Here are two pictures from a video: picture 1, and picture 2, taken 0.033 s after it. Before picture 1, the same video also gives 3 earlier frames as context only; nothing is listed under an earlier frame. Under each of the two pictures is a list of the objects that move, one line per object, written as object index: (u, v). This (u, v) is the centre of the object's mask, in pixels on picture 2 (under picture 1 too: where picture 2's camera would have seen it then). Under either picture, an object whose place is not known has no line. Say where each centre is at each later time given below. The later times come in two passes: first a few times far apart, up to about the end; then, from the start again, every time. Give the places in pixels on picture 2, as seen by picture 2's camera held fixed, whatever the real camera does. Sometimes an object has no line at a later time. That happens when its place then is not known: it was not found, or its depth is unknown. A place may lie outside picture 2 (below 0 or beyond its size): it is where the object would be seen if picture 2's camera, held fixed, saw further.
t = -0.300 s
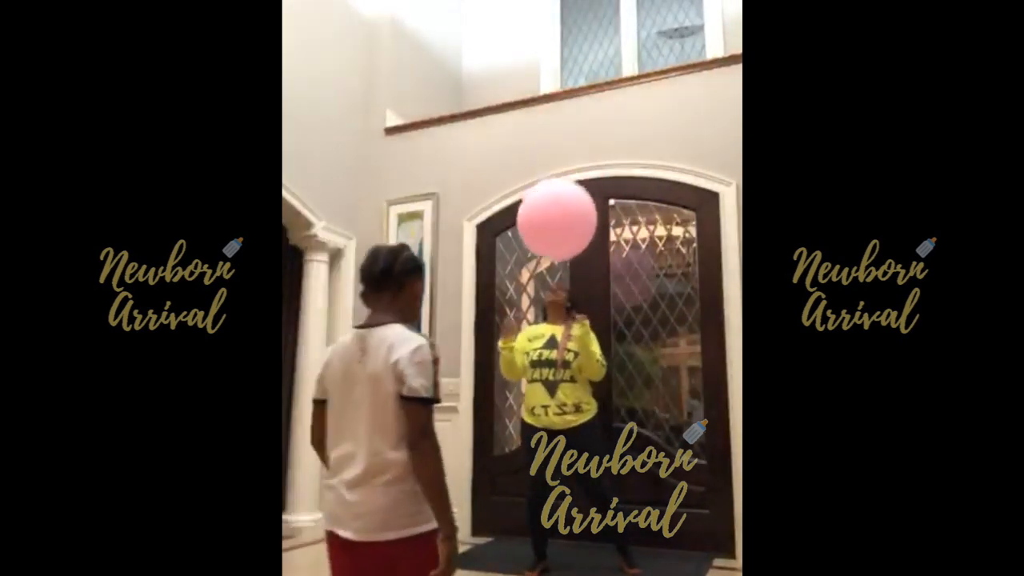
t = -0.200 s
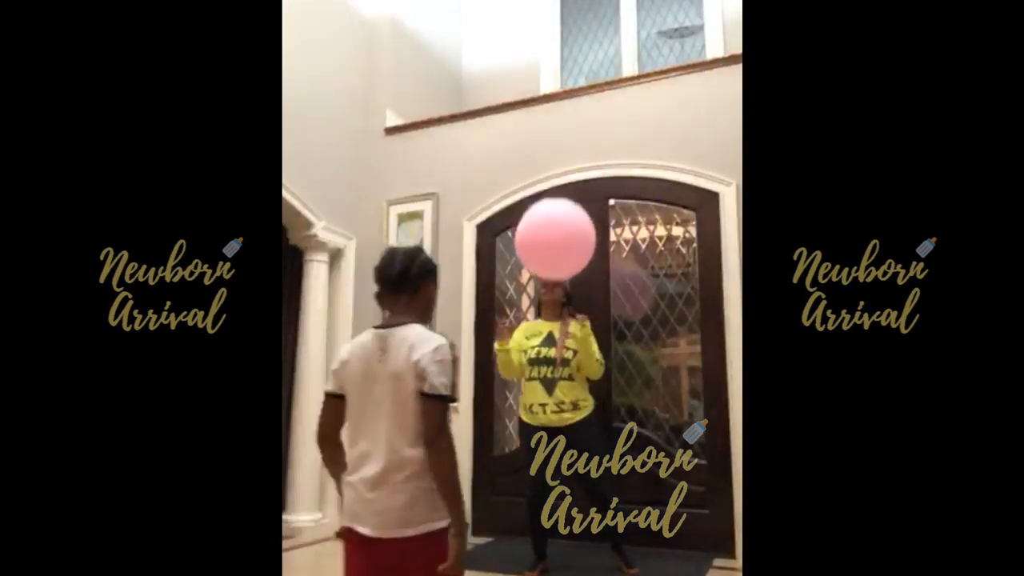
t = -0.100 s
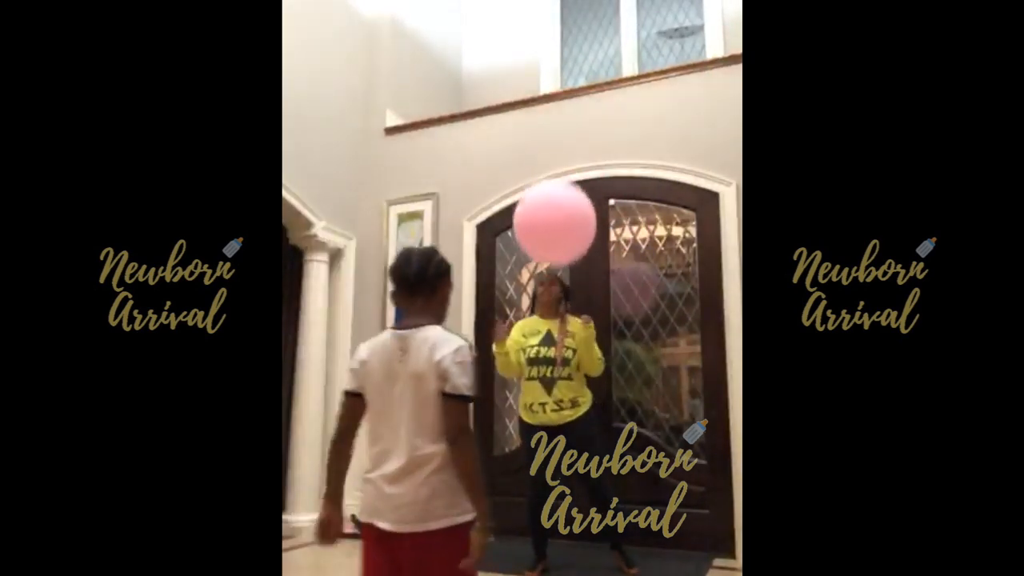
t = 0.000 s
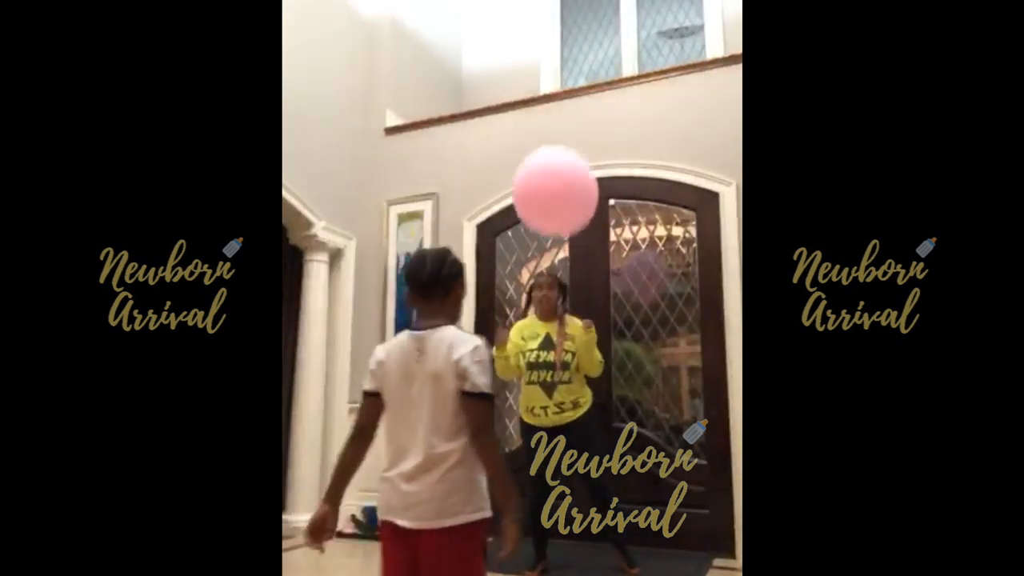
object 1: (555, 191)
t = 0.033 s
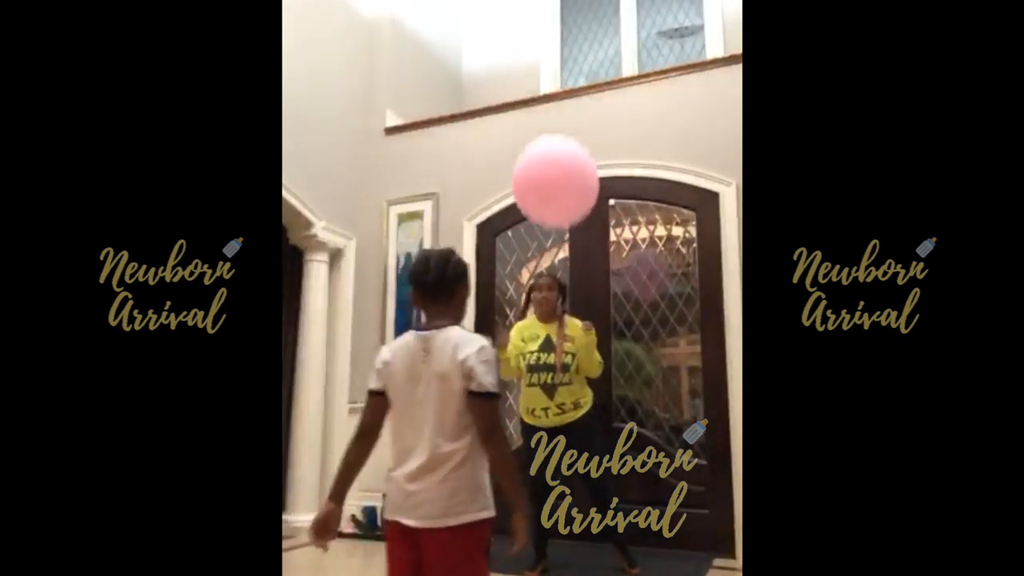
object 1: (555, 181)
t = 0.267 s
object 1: (556, 118)
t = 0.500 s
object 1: (559, 70)
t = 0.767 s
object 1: (561, 44)
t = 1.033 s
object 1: (561, 47)
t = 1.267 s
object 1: (562, 74)
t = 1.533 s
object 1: (561, 161)
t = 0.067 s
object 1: (555, 171)
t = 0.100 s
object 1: (556, 162)
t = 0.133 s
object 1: (556, 154)
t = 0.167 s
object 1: (556, 144)
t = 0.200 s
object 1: (556, 135)
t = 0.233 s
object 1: (556, 127)
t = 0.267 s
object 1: (556, 118)
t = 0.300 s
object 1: (557, 110)
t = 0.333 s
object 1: (558, 103)
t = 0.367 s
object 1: (559, 96)
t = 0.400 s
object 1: (559, 89)
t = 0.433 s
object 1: (559, 82)
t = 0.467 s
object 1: (559, 76)
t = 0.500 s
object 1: (559, 70)
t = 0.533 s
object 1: (560, 64)
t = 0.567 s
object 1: (560, 59)
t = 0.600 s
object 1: (560, 55)
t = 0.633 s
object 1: (561, 52)
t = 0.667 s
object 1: (561, 49)
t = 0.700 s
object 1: (561, 47)
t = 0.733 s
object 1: (561, 45)
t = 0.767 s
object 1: (561, 44)
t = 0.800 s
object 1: (561, 44)
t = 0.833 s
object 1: (561, 43)
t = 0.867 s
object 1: (561, 43)
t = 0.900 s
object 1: (561, 43)
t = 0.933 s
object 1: (561, 43)
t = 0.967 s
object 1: (561, 44)
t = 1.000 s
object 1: (561, 45)
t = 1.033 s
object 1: (561, 47)
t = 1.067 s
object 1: (562, 49)
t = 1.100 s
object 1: (562, 52)
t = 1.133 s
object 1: (562, 55)
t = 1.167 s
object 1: (562, 59)
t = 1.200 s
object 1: (562, 63)
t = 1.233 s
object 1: (562, 68)
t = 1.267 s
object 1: (562, 74)
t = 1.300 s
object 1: (562, 83)
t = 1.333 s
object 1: (562, 92)
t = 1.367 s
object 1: (562, 101)
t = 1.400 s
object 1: (561, 112)
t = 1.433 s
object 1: (561, 124)
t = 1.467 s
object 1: (561, 135)
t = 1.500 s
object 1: (561, 147)
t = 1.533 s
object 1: (561, 161)
